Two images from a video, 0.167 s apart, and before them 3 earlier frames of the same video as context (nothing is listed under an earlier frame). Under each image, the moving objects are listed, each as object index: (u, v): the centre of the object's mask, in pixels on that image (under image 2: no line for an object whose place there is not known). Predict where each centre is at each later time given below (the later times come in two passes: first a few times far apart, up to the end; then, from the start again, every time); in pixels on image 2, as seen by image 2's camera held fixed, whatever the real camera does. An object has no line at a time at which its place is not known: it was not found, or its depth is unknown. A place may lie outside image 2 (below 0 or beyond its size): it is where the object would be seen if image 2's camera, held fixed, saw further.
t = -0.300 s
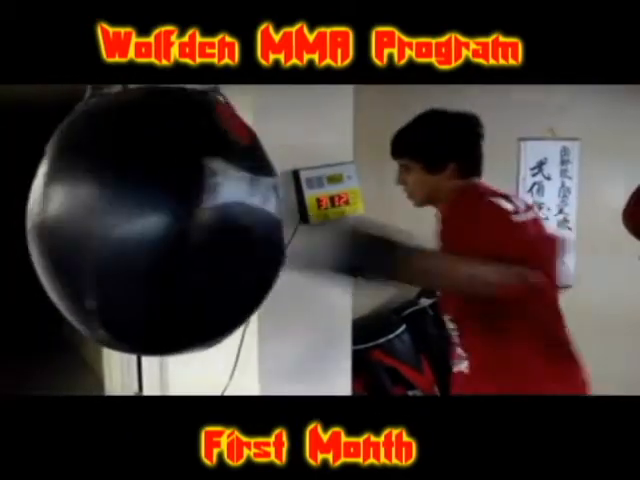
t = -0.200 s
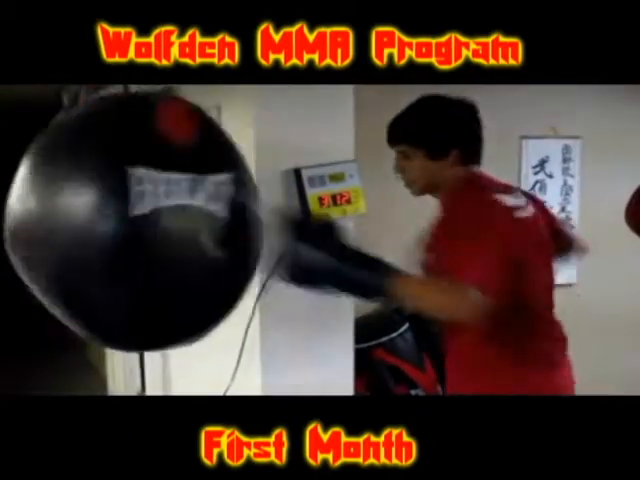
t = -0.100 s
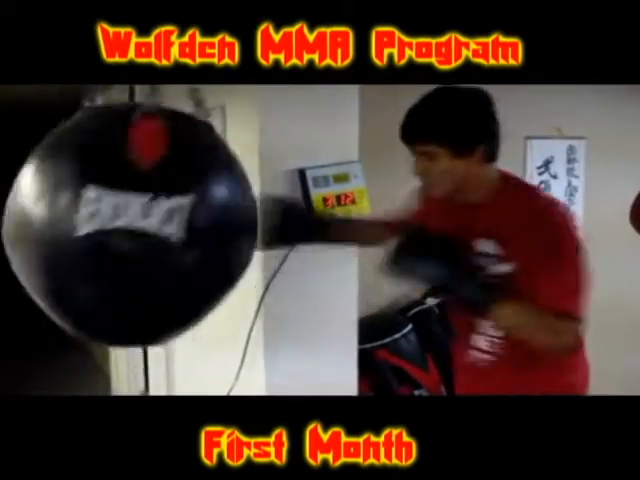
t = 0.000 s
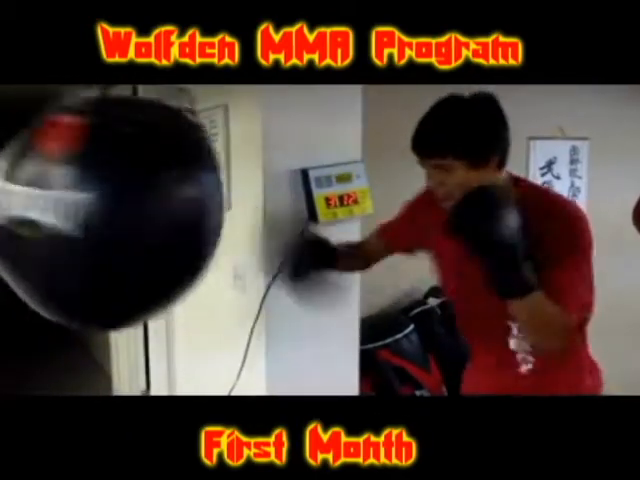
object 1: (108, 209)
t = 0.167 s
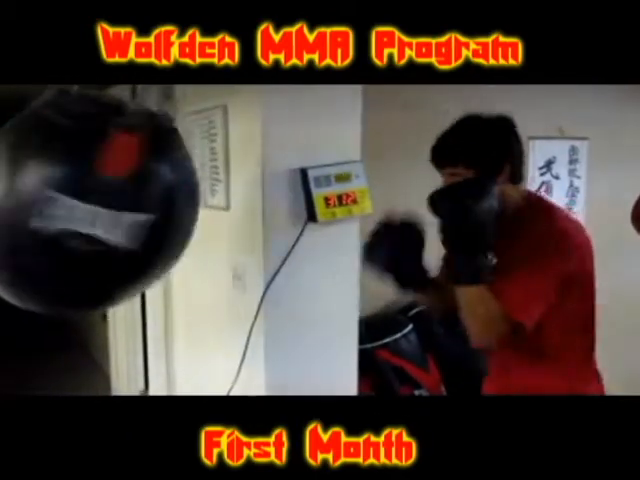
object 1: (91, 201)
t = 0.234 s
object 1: (89, 196)
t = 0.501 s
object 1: (108, 206)
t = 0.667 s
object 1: (153, 217)
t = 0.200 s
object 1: (90, 198)
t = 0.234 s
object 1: (89, 196)
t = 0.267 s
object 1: (87, 196)
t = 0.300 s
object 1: (89, 198)
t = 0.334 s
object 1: (91, 198)
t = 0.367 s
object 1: (92, 196)
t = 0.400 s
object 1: (94, 197)
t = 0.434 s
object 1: (99, 200)
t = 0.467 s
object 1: (104, 203)
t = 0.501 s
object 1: (108, 206)
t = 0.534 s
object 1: (113, 208)
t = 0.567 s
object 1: (119, 210)
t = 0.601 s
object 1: (131, 213)
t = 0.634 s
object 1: (142, 213)
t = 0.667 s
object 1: (153, 217)
